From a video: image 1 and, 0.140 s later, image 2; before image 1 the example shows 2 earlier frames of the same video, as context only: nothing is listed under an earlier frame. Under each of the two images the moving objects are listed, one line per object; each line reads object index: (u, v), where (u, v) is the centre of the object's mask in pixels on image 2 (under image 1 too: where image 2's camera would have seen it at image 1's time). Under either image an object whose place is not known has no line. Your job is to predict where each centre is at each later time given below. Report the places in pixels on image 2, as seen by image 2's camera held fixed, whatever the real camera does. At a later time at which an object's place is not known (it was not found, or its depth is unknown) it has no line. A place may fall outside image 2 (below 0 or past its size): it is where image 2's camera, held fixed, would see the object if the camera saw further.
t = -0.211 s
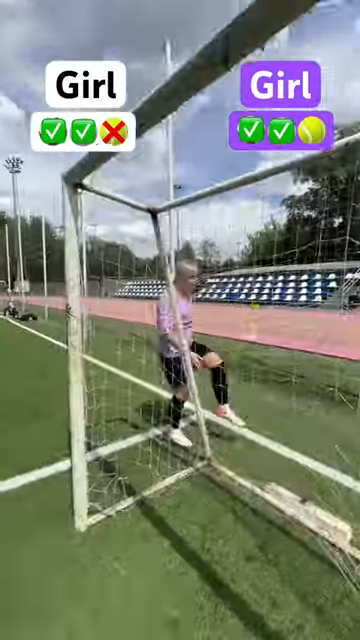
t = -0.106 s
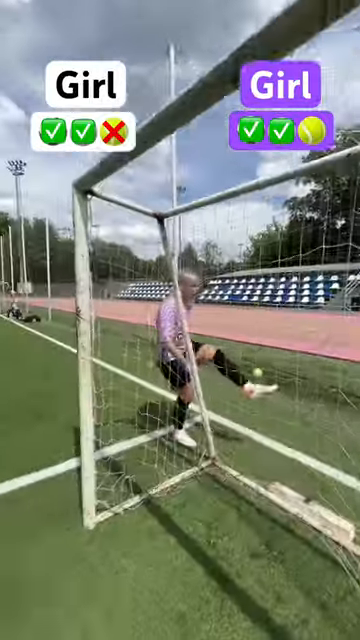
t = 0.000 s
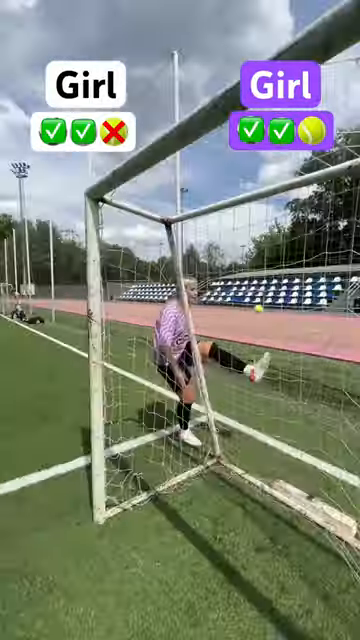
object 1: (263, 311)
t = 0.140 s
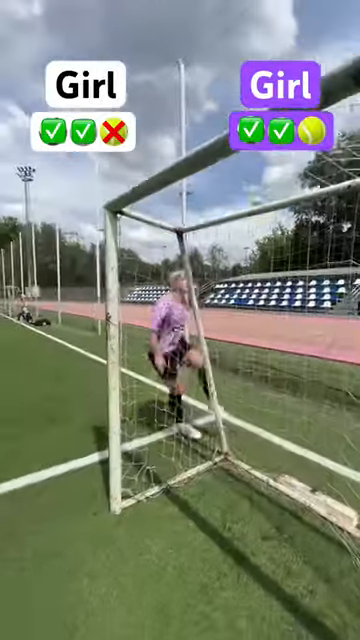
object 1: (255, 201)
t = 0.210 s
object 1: (252, 155)
